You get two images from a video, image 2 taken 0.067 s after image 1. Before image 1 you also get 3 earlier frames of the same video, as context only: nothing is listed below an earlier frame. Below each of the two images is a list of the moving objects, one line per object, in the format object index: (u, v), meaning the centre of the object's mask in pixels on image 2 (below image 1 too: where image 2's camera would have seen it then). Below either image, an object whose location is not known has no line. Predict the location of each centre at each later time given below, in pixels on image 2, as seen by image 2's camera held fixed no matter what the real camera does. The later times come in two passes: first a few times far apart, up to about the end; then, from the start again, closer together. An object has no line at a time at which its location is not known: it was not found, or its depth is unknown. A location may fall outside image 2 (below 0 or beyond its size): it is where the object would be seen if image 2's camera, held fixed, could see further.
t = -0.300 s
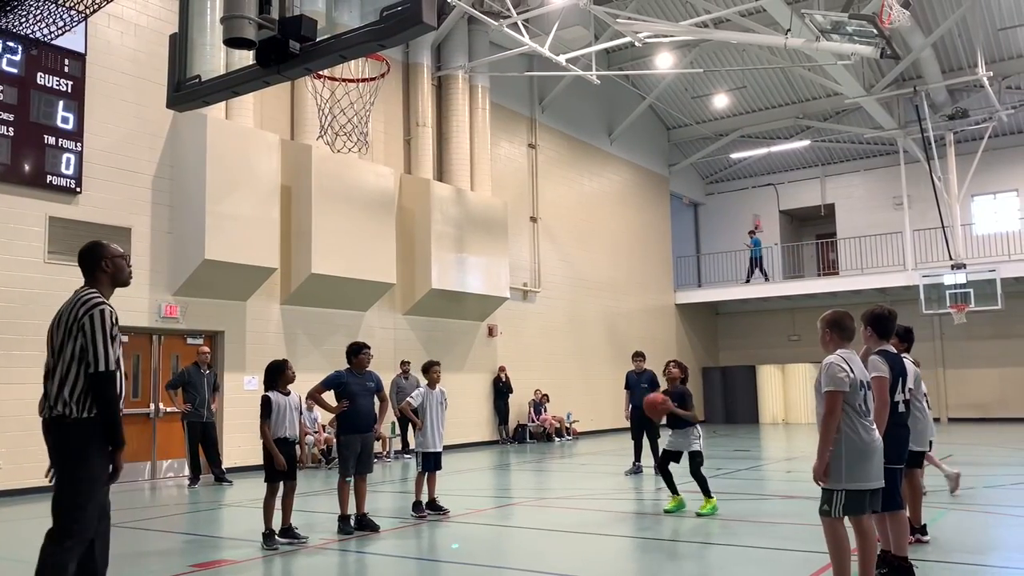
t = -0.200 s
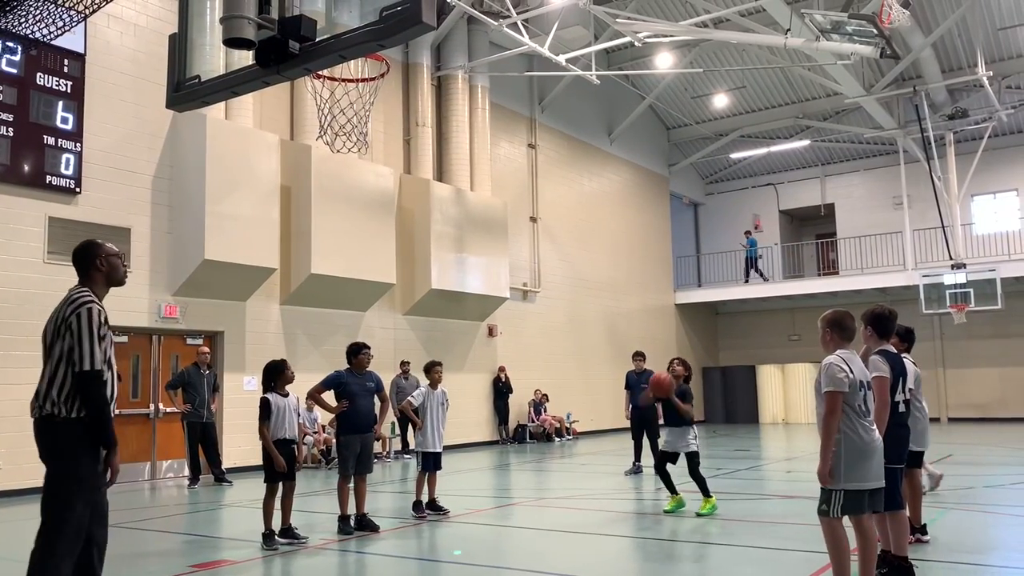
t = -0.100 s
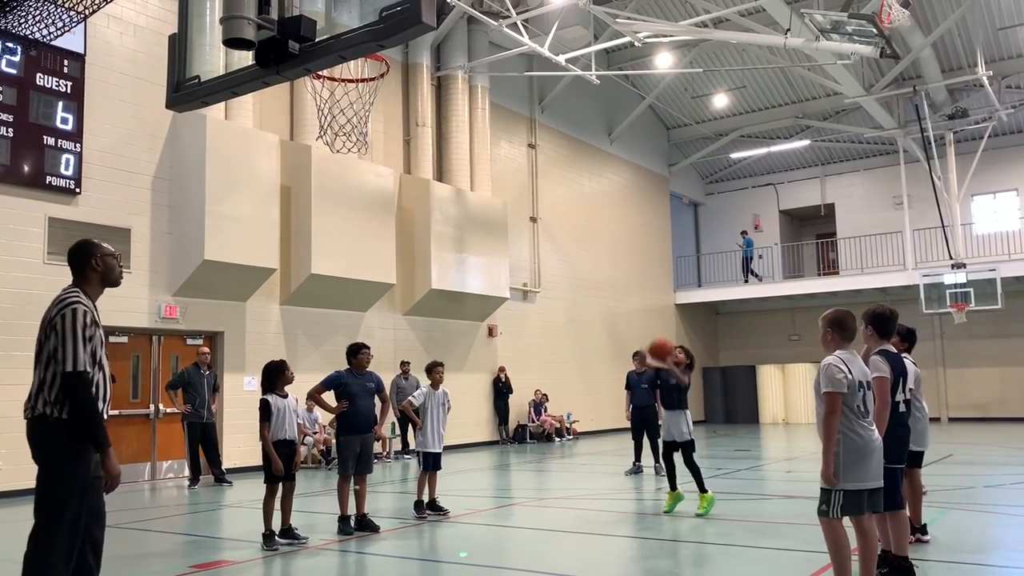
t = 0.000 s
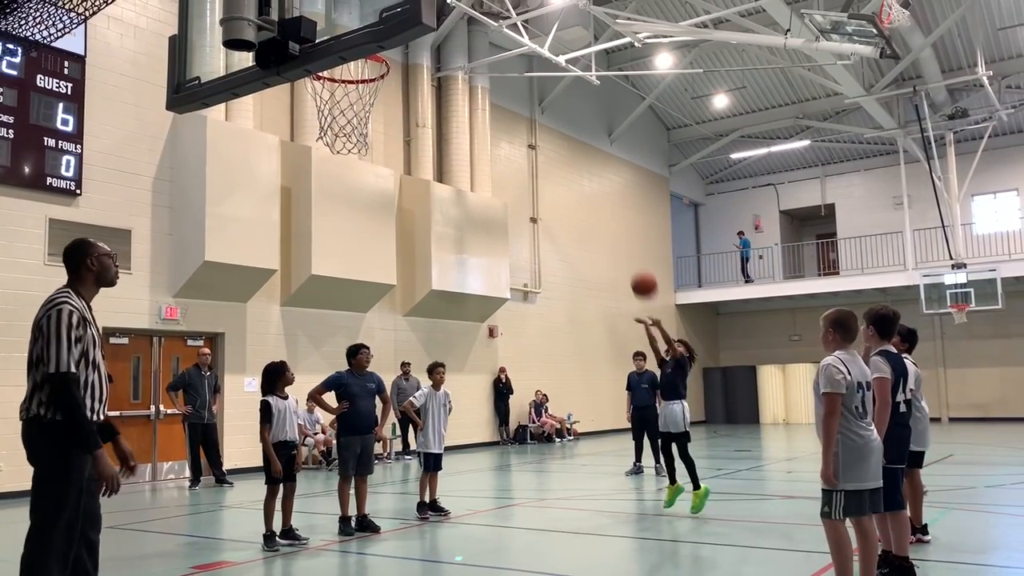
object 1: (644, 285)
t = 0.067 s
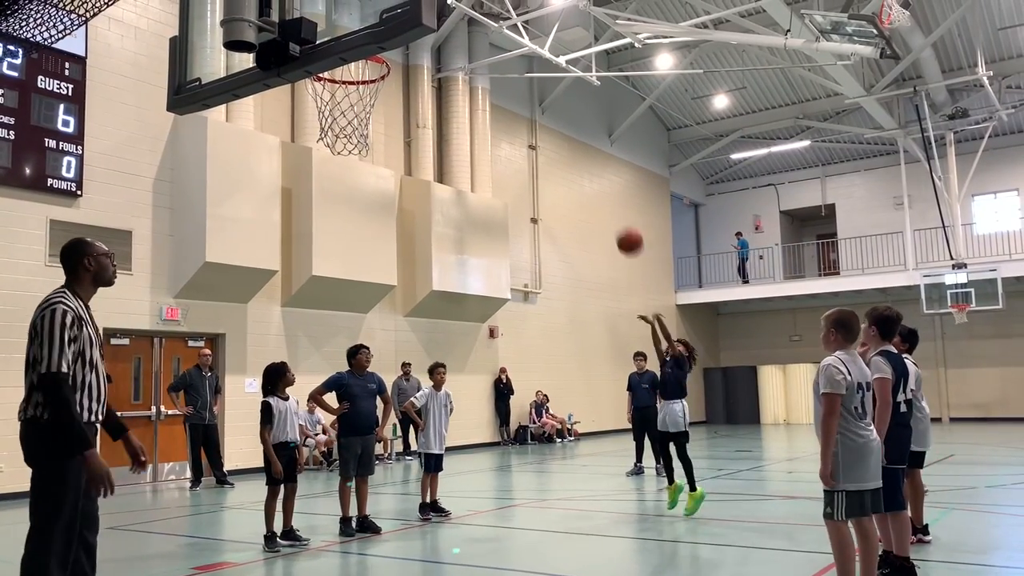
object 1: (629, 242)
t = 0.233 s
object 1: (592, 147)
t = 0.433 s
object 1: (543, 61)
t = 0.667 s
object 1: (476, 11)
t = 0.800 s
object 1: (440, 10)
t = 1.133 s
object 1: (312, 95)
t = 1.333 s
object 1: (284, 153)
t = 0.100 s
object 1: (622, 220)
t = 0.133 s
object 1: (614, 201)
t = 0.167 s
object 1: (607, 182)
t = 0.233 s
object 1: (592, 147)
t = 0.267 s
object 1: (584, 129)
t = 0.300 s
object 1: (576, 113)
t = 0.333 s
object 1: (568, 100)
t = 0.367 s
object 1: (560, 87)
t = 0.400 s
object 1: (551, 73)
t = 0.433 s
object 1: (543, 61)
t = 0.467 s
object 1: (534, 50)
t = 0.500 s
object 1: (525, 40)
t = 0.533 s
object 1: (515, 32)
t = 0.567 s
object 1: (506, 24)
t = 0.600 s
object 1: (496, 19)
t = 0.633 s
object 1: (486, 14)
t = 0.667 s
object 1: (476, 11)
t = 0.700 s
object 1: (465, 8)
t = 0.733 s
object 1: (452, 6)
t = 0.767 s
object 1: (445, 7)
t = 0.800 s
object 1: (440, 10)
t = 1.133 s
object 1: (312, 95)
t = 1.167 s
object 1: (306, 99)
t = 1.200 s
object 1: (302, 106)
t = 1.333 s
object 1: (284, 153)
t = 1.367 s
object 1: (280, 170)
